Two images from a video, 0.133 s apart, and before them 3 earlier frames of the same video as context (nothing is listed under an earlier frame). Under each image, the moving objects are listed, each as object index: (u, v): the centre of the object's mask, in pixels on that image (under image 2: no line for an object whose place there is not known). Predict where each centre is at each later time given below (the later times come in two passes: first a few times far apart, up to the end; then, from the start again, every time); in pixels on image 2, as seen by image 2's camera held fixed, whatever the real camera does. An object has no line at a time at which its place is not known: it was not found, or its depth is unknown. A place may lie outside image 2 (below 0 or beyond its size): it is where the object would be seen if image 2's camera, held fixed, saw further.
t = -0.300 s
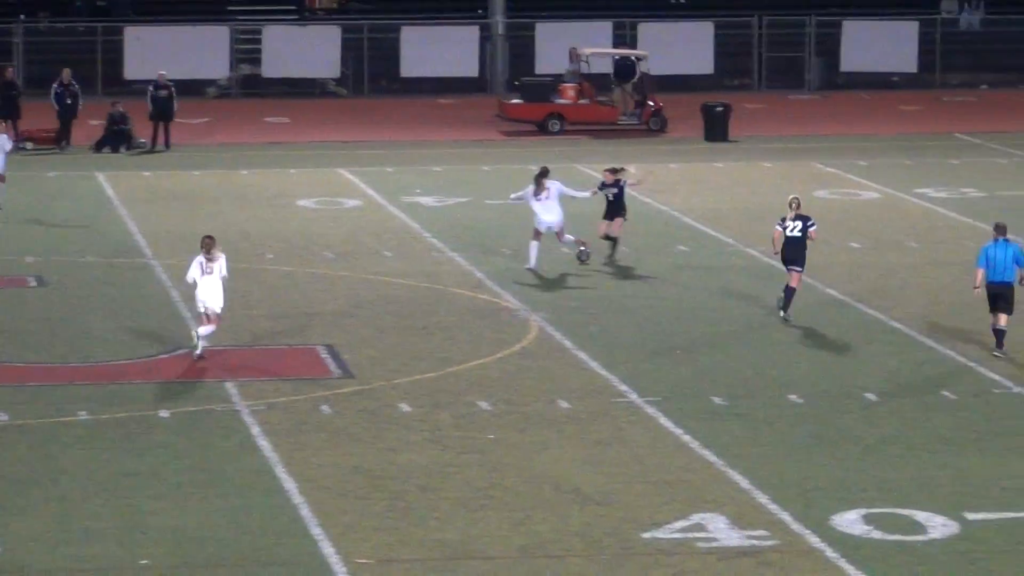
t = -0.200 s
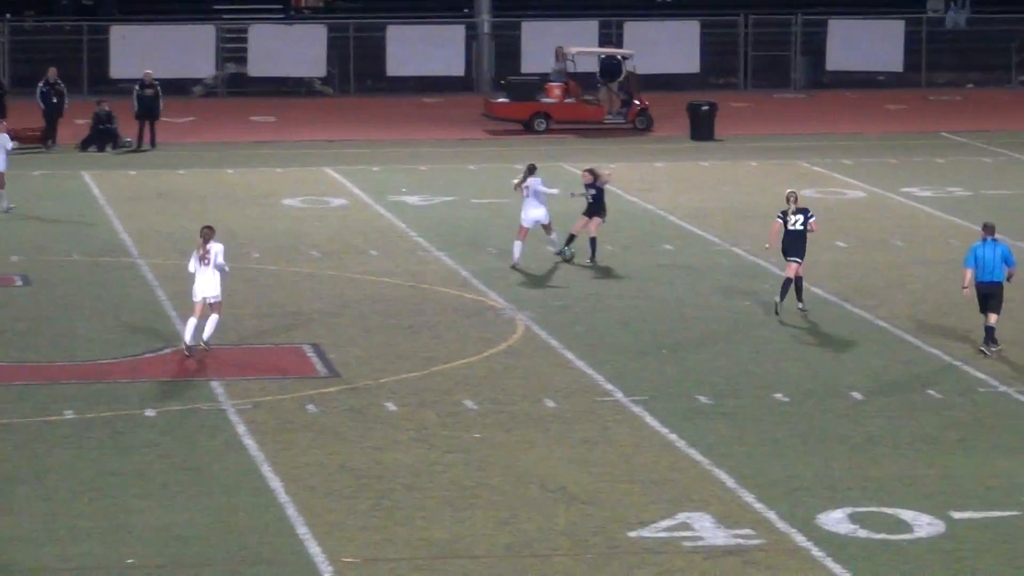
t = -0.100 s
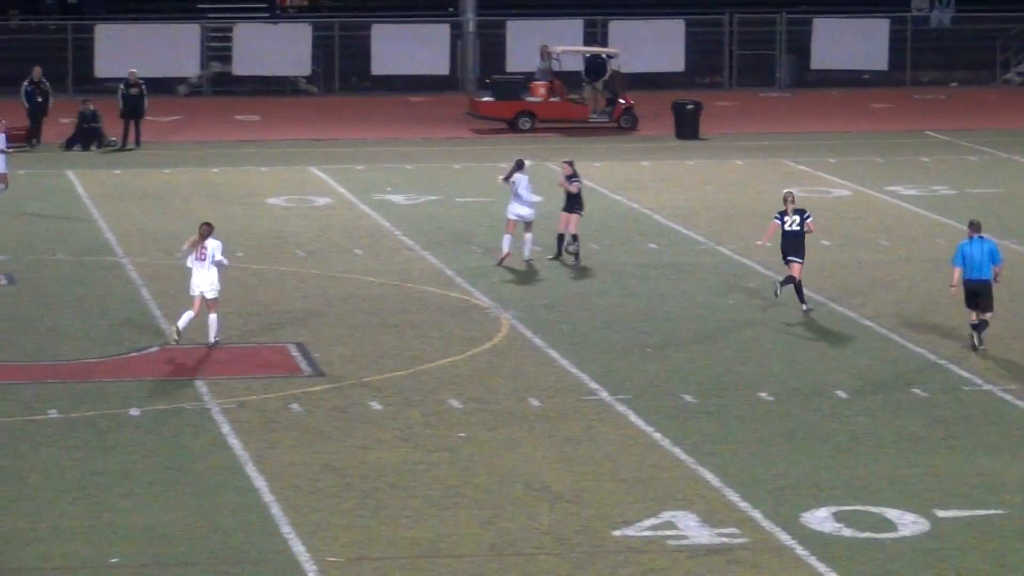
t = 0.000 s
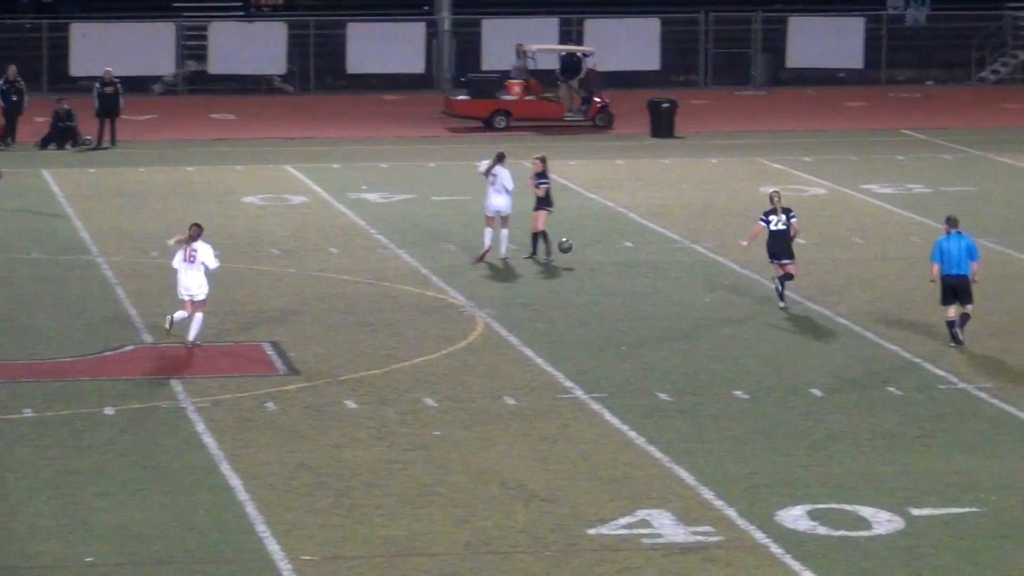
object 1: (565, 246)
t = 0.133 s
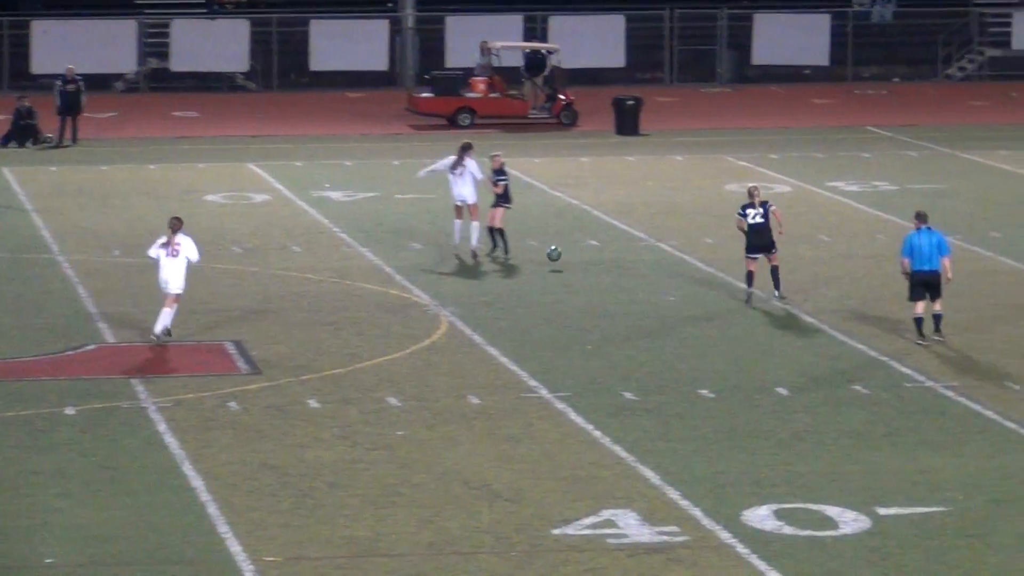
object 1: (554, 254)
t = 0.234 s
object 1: (570, 262)
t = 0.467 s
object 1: (603, 261)
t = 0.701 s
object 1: (632, 266)
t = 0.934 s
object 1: (655, 273)
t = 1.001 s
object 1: (663, 273)
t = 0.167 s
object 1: (560, 258)
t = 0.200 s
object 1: (567, 263)
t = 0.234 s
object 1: (570, 262)
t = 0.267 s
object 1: (574, 259)
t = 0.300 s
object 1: (579, 258)
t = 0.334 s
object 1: (584, 256)
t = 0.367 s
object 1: (589, 257)
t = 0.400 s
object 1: (594, 258)
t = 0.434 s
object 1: (598, 259)
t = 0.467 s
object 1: (603, 261)
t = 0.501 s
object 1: (607, 265)
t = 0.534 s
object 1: (613, 268)
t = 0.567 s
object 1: (616, 272)
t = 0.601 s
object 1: (621, 270)
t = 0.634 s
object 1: (624, 268)
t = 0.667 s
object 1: (628, 266)
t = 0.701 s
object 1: (632, 266)
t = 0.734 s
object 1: (635, 265)
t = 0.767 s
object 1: (638, 266)
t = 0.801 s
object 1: (642, 268)
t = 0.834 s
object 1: (644, 271)
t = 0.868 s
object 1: (648, 275)
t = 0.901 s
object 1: (651, 273)
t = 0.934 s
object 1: (655, 273)
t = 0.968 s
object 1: (659, 272)
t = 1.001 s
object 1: (663, 273)
